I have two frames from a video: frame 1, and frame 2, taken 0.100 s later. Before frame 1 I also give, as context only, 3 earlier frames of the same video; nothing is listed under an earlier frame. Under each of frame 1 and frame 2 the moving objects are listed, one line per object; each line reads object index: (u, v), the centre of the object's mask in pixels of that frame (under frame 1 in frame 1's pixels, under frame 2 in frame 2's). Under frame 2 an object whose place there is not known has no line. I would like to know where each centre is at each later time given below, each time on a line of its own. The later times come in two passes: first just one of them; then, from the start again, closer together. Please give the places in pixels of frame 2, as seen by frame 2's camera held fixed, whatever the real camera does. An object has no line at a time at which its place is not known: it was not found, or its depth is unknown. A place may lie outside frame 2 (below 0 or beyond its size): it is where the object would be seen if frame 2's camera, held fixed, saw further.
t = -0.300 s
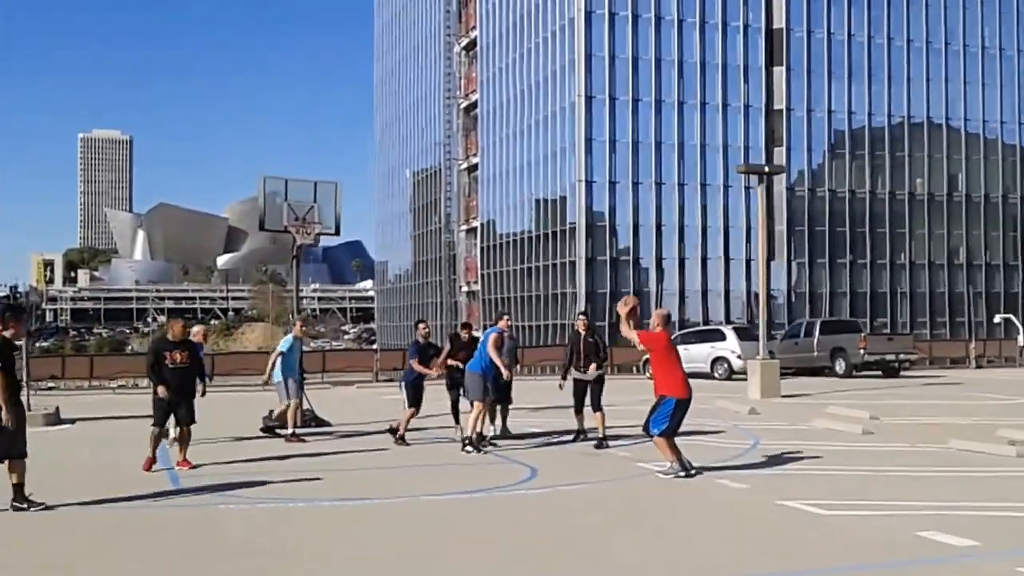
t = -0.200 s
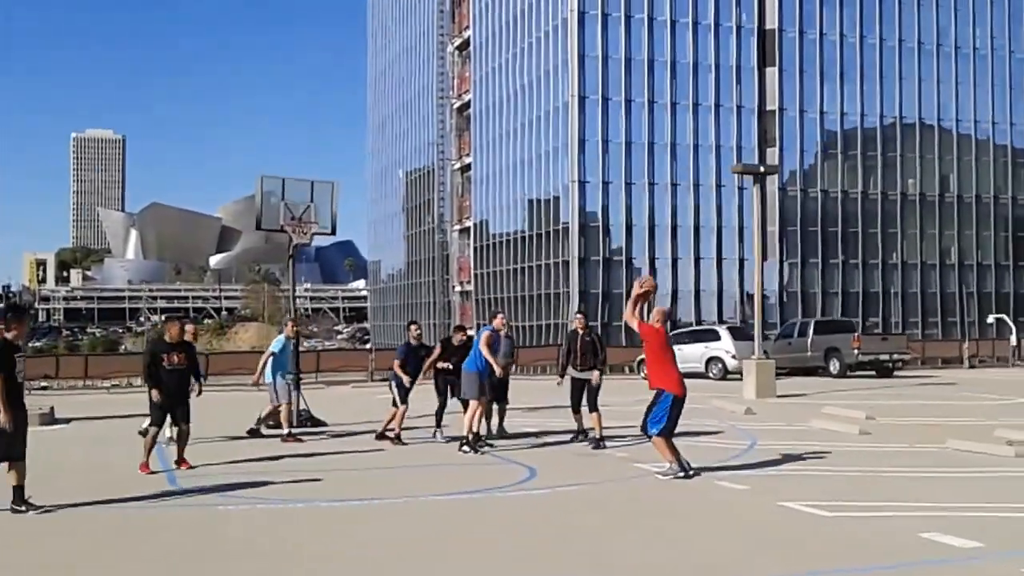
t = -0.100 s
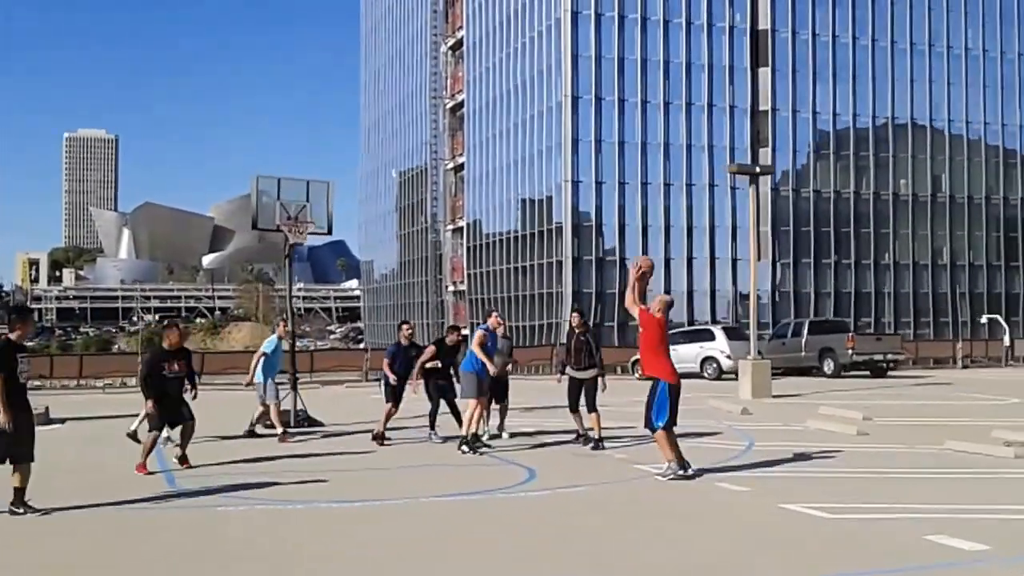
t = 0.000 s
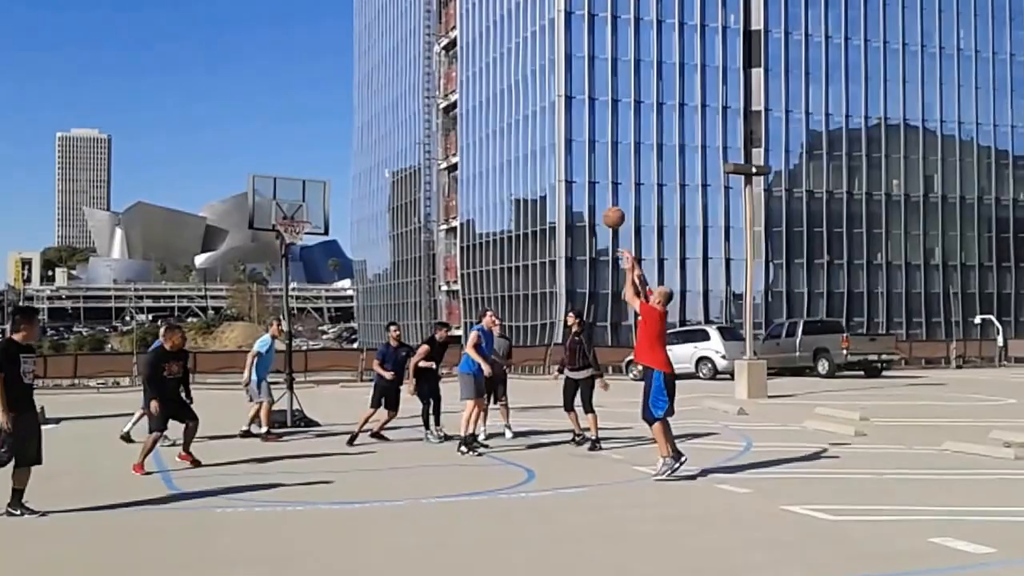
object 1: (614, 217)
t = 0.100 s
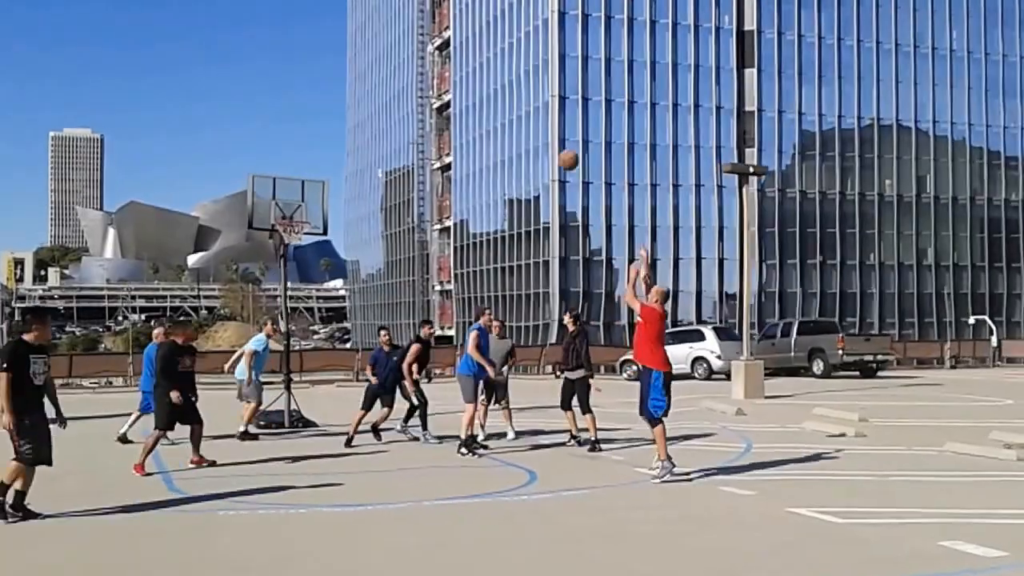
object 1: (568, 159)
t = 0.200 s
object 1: (540, 127)
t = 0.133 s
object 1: (559, 148)
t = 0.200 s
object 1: (540, 127)
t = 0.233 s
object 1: (531, 120)
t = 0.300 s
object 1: (514, 106)
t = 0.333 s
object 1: (506, 100)
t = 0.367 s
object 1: (497, 95)
